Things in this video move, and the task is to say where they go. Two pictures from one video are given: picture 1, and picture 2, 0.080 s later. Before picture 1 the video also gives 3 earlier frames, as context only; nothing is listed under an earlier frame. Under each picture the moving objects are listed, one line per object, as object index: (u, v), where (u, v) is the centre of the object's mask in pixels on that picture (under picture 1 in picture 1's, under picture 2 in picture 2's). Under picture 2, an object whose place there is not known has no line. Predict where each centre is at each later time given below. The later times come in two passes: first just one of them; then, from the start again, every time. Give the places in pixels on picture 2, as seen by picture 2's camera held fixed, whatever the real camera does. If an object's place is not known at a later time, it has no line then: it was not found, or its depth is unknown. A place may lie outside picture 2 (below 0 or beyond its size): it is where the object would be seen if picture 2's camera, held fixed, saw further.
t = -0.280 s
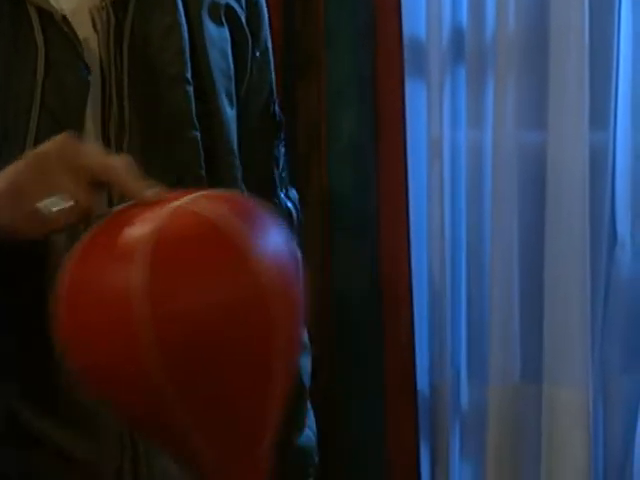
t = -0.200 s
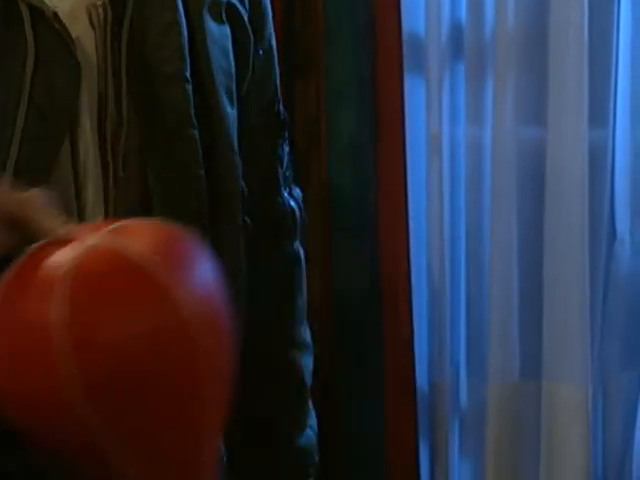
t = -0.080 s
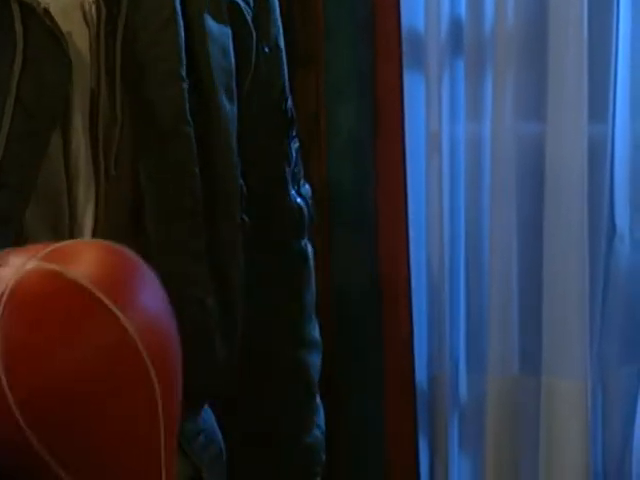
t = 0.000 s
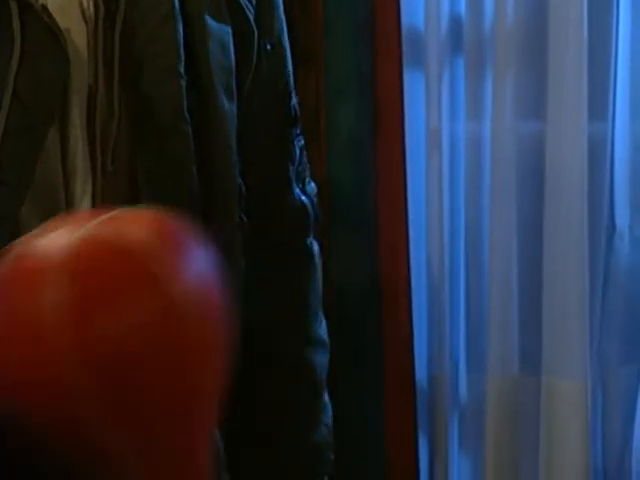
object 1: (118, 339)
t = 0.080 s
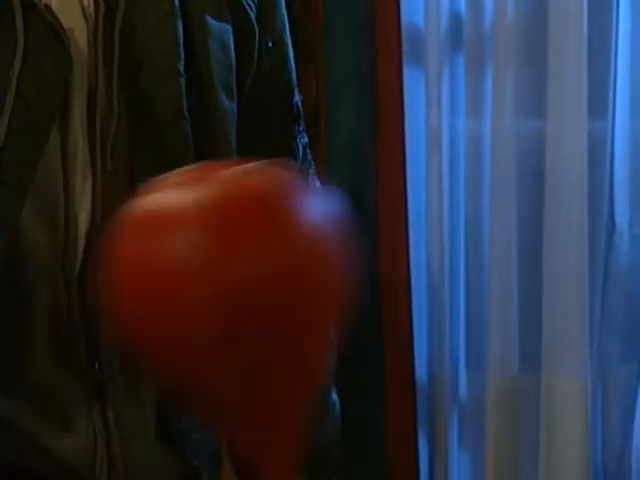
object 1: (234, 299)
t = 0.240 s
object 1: (525, 287)
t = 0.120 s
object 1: (310, 286)
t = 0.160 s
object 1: (391, 281)
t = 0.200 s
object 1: (462, 276)
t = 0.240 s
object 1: (525, 287)
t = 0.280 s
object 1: (554, 301)
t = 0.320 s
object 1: (571, 312)
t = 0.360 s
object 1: (579, 318)
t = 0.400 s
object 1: (582, 317)
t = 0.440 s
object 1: (577, 308)
